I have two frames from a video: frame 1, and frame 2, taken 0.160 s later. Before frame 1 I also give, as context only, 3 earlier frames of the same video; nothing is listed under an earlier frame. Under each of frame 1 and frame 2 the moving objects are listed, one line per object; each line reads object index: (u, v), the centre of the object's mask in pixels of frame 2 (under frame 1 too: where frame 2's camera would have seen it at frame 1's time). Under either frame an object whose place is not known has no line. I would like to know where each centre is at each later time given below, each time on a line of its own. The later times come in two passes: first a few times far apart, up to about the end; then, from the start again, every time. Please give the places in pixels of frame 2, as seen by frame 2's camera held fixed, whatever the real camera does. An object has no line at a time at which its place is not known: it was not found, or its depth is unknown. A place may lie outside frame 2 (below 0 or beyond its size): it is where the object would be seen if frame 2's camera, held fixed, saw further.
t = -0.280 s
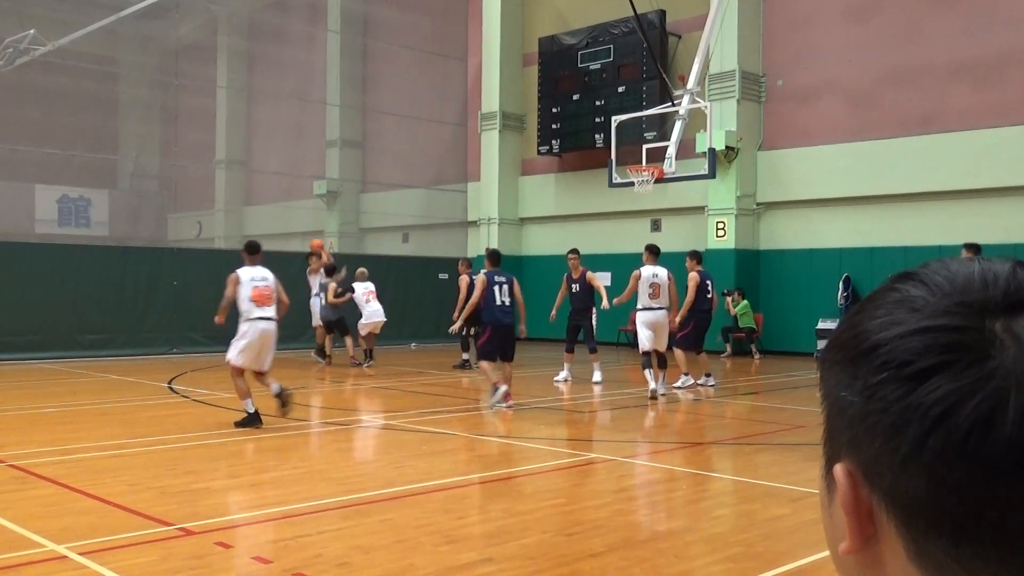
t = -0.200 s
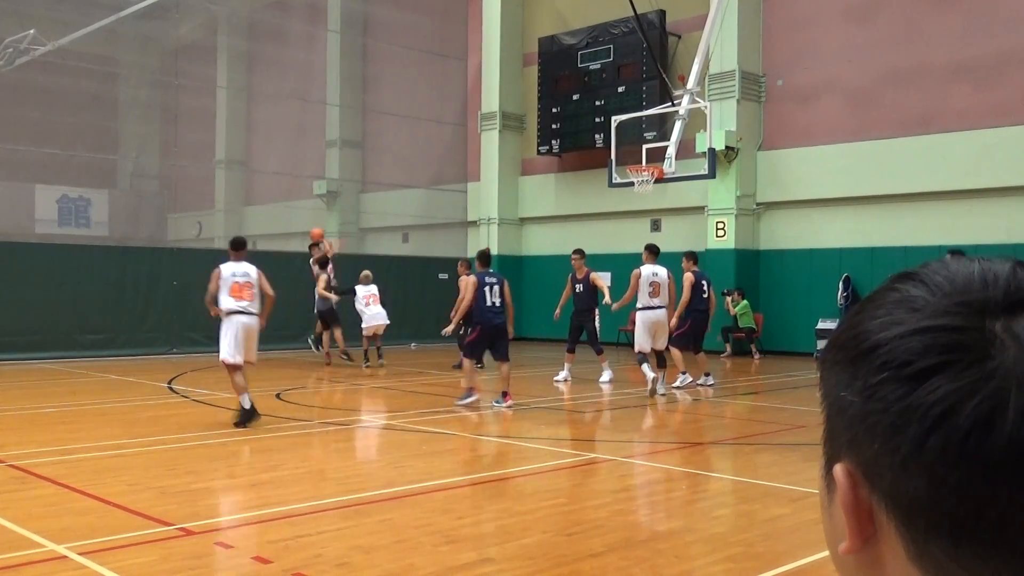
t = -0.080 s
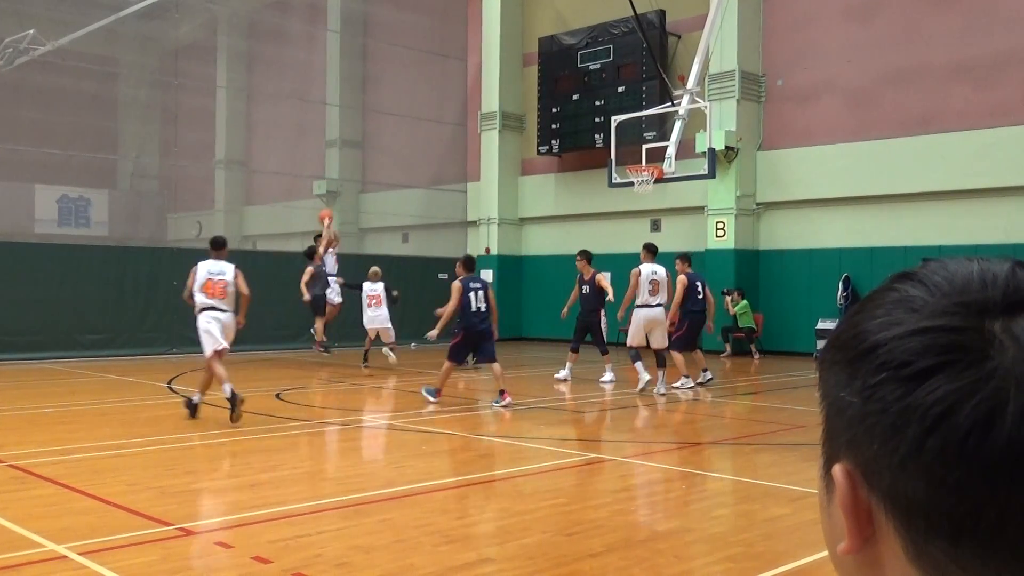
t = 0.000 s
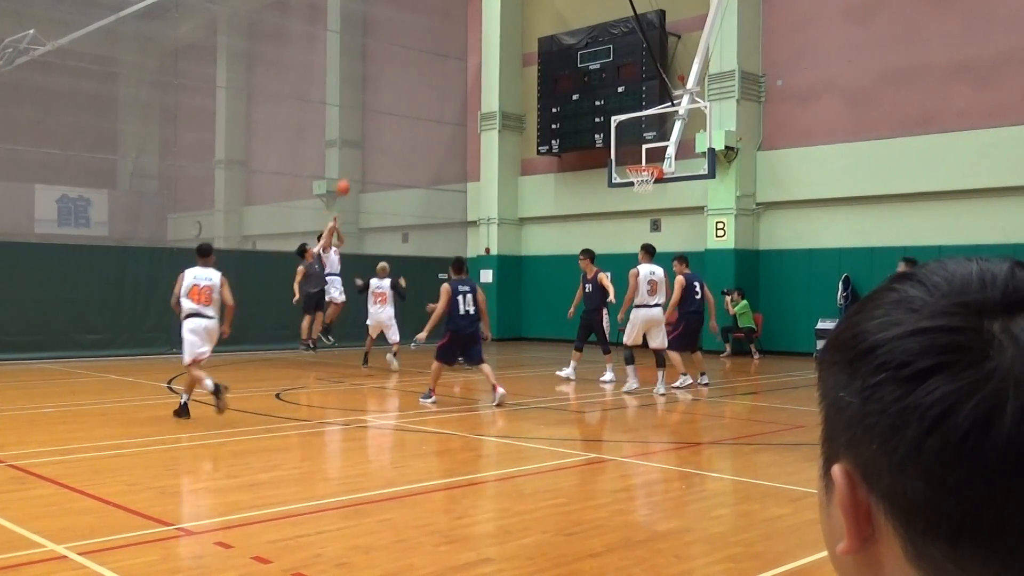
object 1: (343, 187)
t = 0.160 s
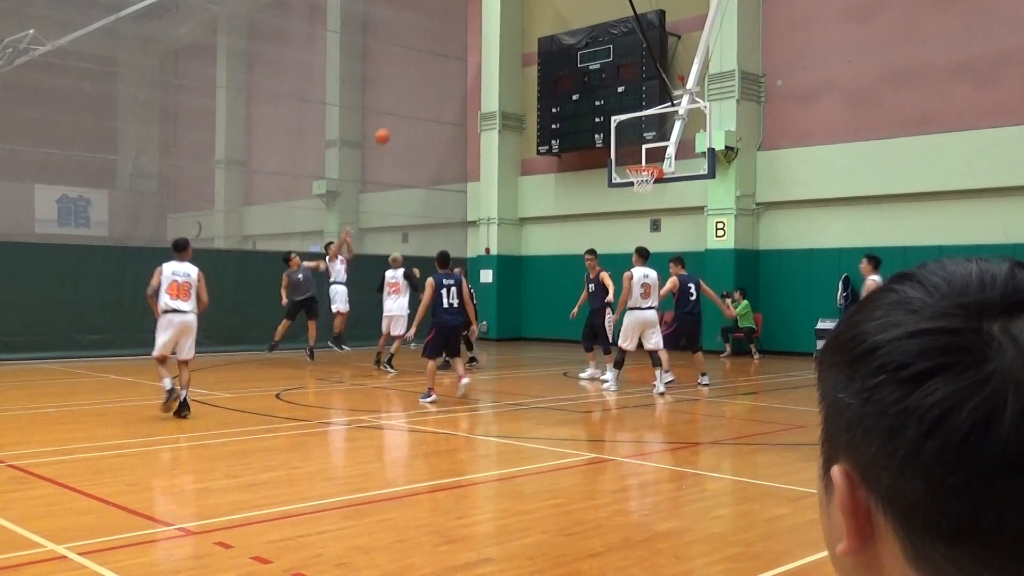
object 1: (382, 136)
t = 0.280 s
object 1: (412, 108)
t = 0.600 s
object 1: (494, 71)
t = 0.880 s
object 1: (567, 91)
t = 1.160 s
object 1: (641, 159)
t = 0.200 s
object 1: (392, 125)
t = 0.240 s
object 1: (402, 116)
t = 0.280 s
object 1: (412, 108)
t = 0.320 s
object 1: (422, 100)
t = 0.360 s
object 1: (432, 93)
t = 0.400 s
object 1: (443, 87)
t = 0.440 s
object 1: (452, 82)
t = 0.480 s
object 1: (463, 78)
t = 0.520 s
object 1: (472, 75)
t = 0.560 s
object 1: (483, 73)
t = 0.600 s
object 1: (494, 71)
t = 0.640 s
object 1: (504, 71)
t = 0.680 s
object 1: (514, 72)
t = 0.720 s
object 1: (525, 74)
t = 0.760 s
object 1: (536, 77)
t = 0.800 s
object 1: (546, 81)
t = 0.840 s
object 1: (556, 85)
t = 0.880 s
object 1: (567, 91)
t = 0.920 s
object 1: (578, 98)
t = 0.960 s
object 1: (588, 106)
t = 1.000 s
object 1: (599, 115)
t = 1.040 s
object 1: (609, 124)
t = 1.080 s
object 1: (622, 136)
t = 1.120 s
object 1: (631, 147)
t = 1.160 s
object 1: (641, 159)
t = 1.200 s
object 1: (644, 155)
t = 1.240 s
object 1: (641, 148)
